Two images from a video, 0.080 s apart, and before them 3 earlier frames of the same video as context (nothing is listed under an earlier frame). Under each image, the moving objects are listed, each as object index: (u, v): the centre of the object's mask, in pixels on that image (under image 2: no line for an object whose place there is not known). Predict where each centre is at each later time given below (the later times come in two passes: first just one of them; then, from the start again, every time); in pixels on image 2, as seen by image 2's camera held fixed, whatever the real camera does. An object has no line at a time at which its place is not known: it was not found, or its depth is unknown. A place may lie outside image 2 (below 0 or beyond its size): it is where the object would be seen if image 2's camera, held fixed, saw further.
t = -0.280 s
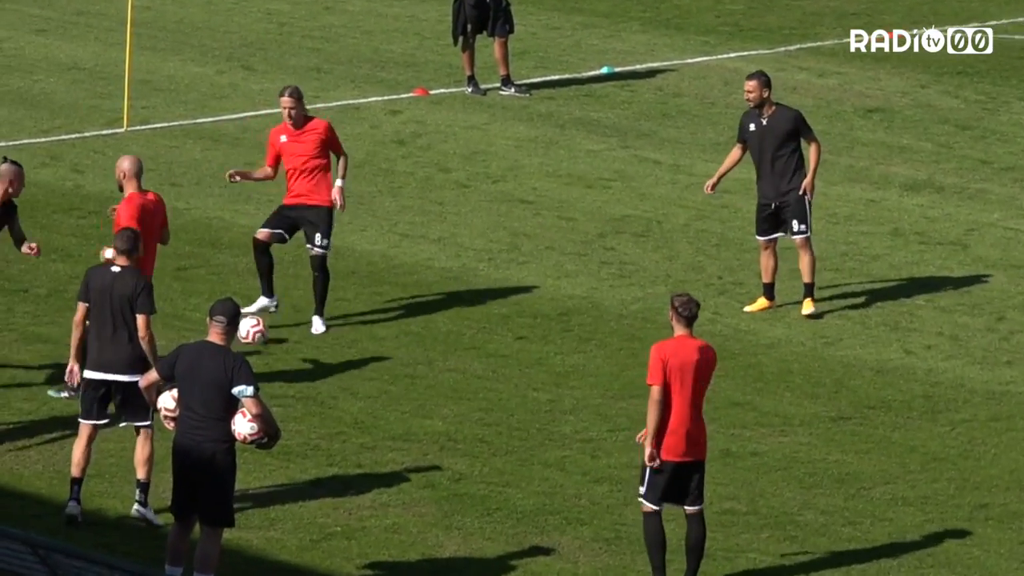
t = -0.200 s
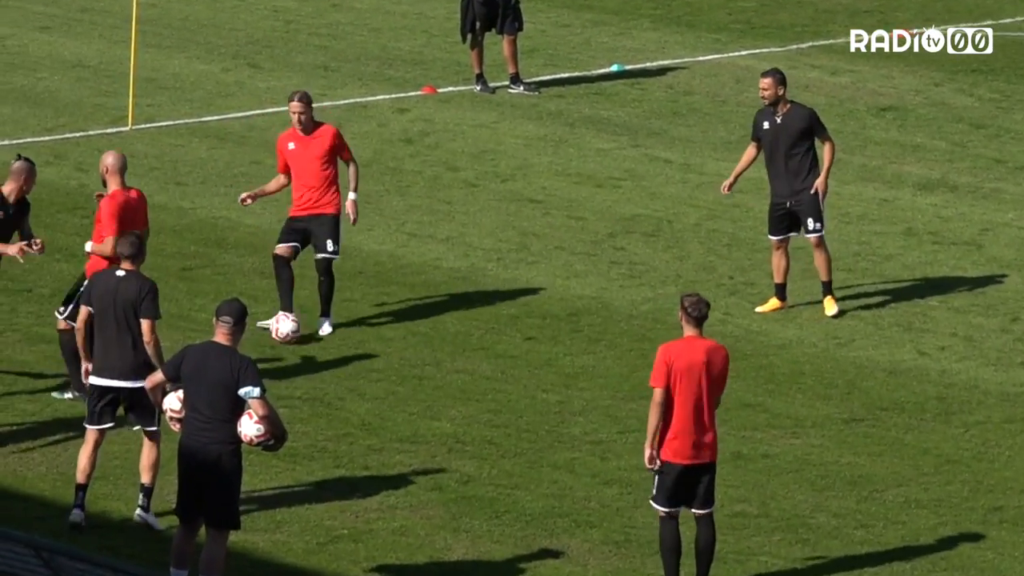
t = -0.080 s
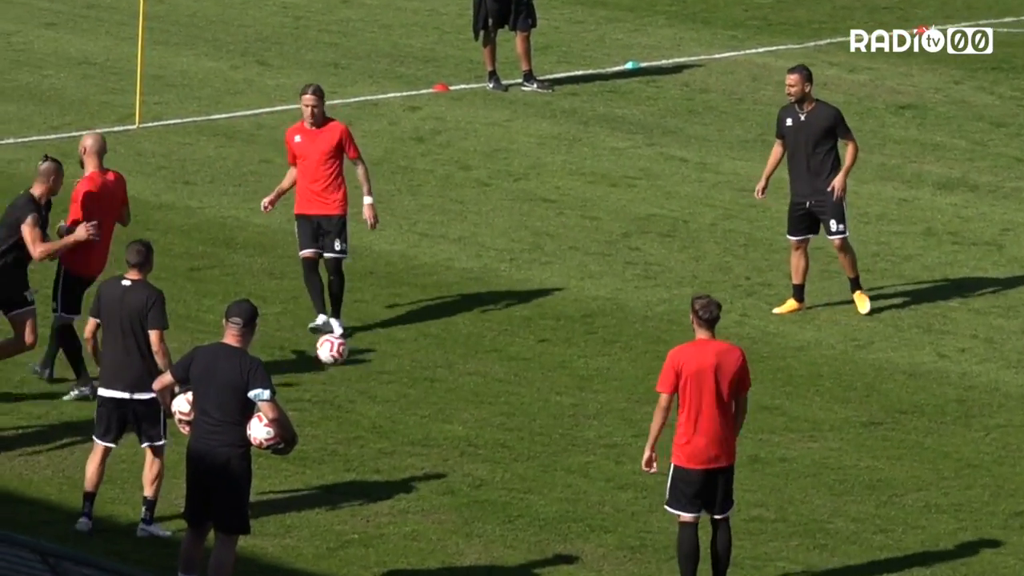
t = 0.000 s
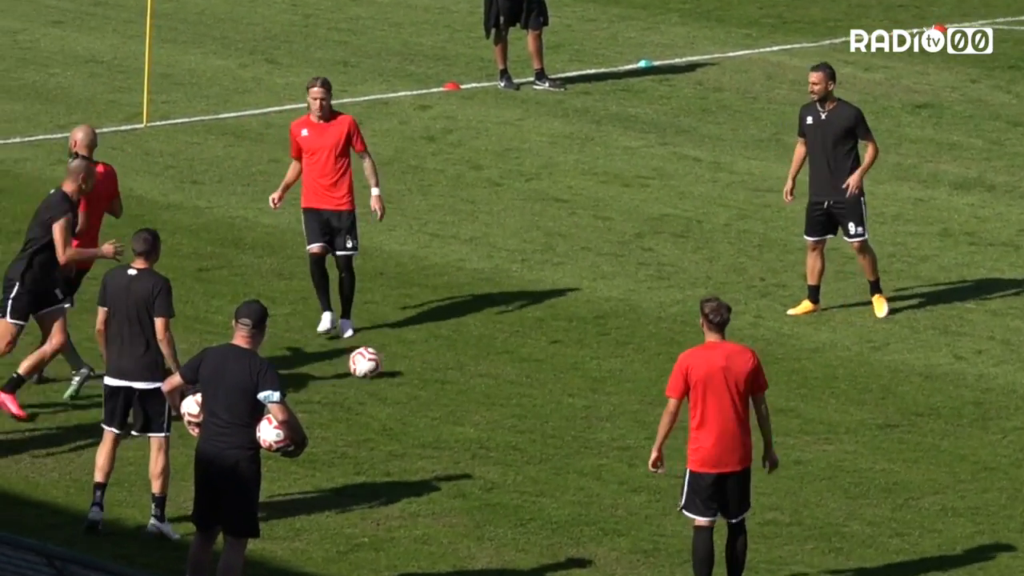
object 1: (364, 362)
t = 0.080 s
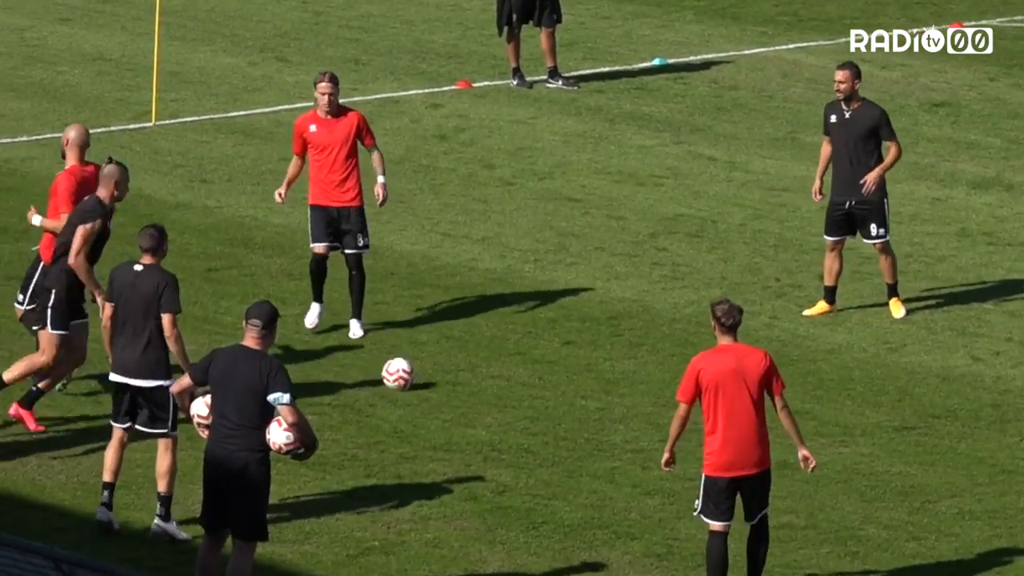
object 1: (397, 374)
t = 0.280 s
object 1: (451, 394)
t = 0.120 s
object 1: (409, 377)
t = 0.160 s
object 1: (420, 383)
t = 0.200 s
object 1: (431, 387)
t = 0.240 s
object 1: (441, 390)
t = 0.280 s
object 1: (451, 394)
